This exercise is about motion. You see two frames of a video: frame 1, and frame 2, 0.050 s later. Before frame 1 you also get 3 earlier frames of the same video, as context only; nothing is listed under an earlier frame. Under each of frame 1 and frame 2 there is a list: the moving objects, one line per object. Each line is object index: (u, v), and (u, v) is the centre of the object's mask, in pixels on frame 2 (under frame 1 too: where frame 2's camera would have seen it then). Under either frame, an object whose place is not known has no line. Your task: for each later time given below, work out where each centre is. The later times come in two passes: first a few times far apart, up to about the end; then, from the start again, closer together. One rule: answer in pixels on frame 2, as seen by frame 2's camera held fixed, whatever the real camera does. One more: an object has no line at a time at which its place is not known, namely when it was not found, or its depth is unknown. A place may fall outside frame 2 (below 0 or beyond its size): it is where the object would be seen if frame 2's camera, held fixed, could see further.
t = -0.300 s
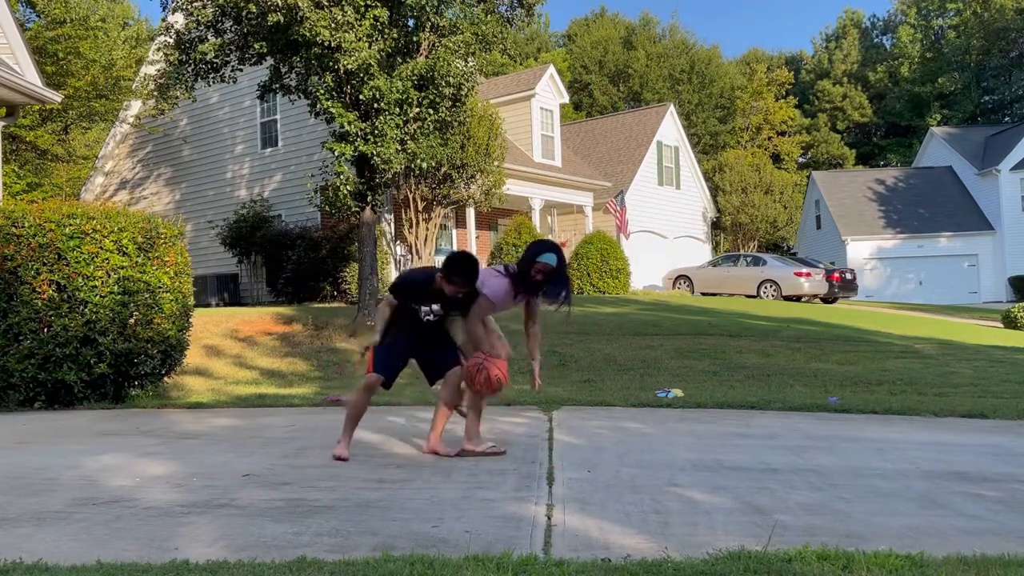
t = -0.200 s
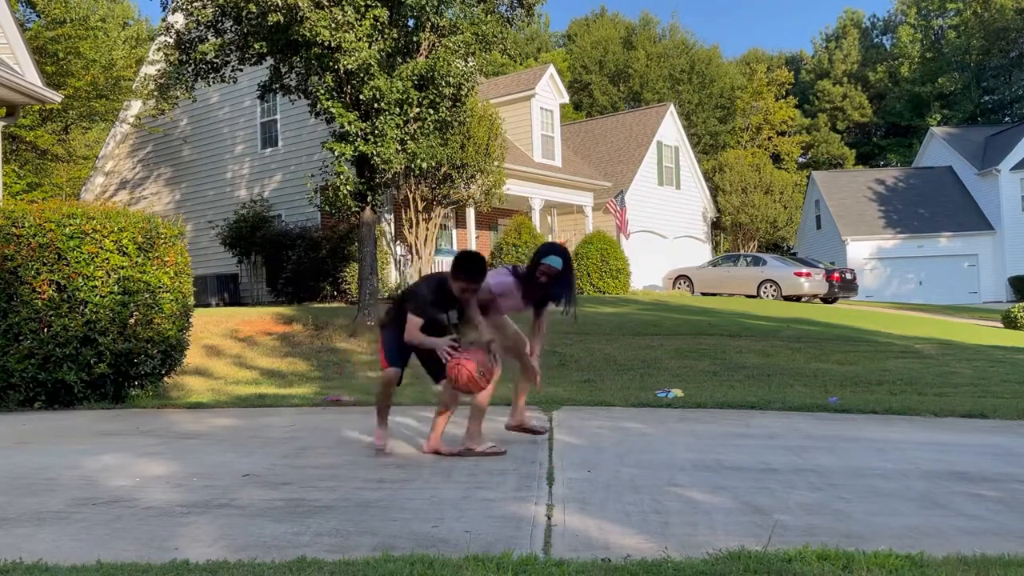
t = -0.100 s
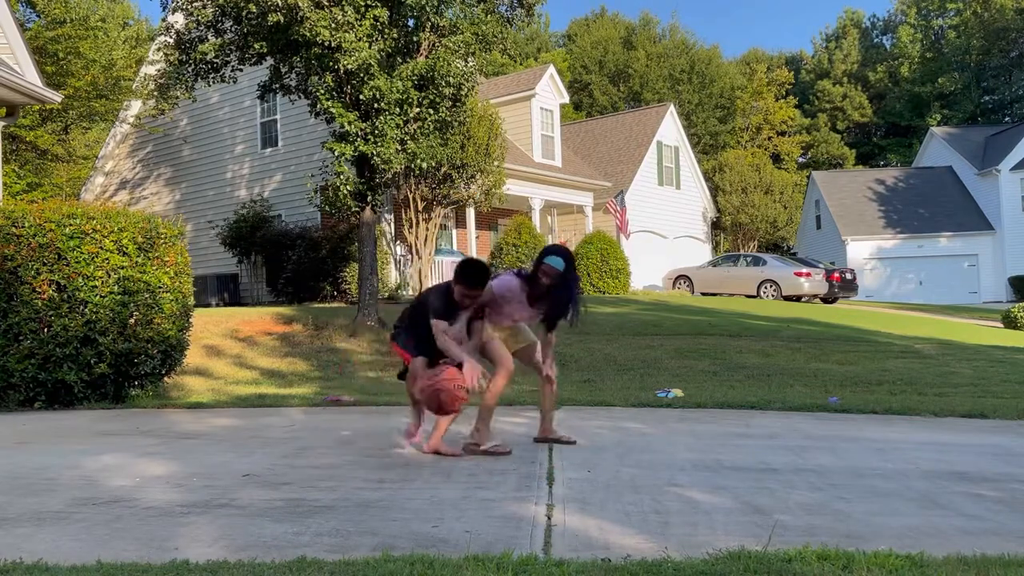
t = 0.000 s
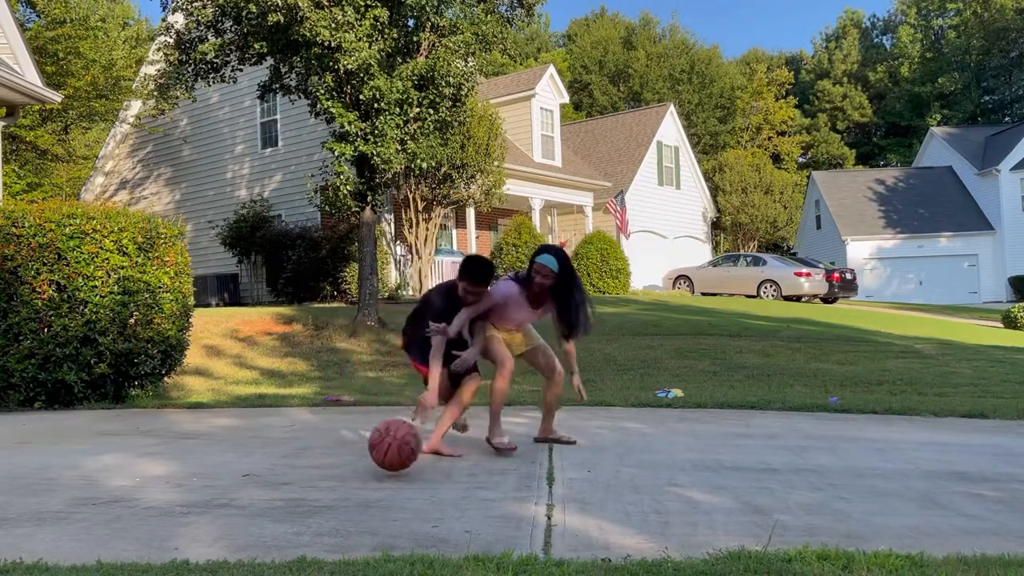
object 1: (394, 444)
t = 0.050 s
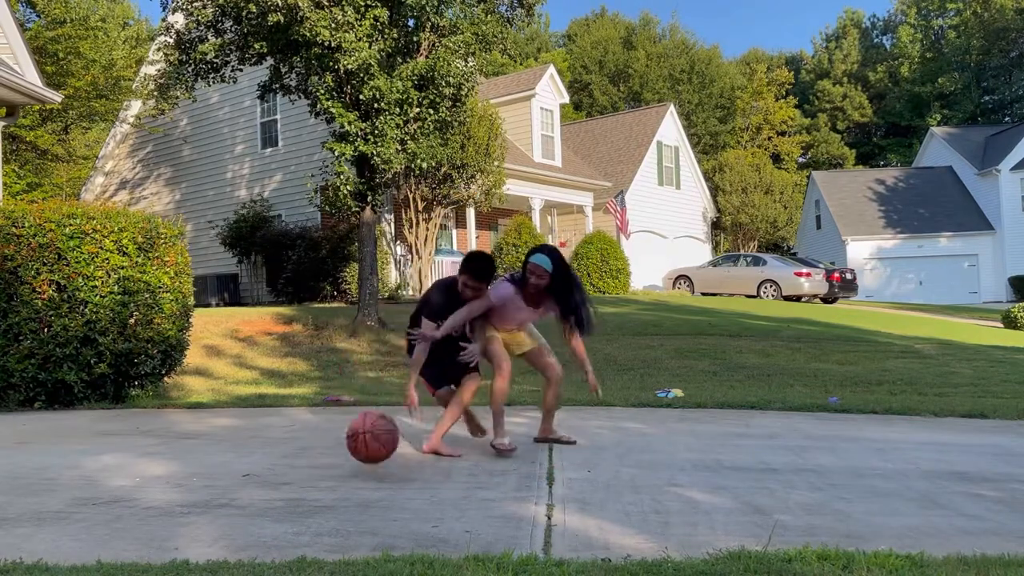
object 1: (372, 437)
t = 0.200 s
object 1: (311, 386)
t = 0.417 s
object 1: (222, 395)
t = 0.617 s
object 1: (138, 441)
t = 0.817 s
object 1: (54, 400)
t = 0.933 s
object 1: (15, 417)
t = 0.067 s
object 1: (366, 430)
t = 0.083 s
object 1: (359, 423)
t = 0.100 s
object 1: (352, 415)
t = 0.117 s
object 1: (345, 409)
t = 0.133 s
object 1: (338, 403)
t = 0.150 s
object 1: (331, 399)
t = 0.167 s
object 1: (325, 393)
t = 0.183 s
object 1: (318, 390)
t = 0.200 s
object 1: (311, 386)
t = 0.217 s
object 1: (305, 383)
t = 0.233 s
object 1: (296, 381)
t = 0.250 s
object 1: (290, 380)
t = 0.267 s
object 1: (283, 379)
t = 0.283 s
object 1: (276, 378)
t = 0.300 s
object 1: (269, 378)
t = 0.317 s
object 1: (262, 378)
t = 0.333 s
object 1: (256, 380)
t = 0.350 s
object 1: (249, 381)
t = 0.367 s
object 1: (242, 384)
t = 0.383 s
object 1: (236, 386)
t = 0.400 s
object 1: (229, 390)
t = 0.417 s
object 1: (222, 395)
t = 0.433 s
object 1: (215, 400)
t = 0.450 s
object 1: (208, 405)
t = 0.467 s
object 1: (201, 412)
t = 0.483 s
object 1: (194, 419)
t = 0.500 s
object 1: (187, 426)
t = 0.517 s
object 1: (180, 434)
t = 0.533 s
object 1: (173, 443)
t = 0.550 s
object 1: (166, 452)
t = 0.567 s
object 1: (159, 461)
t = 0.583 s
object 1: (152, 456)
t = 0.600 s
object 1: (145, 449)
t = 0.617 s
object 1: (138, 441)
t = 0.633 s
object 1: (131, 434)
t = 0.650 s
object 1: (124, 428)
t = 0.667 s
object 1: (117, 423)
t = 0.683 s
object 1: (110, 418)
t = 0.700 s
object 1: (103, 413)
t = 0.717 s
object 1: (96, 409)
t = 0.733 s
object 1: (89, 407)
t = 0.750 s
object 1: (82, 404)
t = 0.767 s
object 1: (74, 402)
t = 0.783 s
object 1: (68, 401)
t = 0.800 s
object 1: (61, 400)
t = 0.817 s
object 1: (54, 400)
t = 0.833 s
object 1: (47, 401)
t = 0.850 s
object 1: (40, 402)
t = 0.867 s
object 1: (33, 404)
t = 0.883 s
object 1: (27, 406)
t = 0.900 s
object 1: (23, 409)
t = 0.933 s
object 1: (15, 417)
